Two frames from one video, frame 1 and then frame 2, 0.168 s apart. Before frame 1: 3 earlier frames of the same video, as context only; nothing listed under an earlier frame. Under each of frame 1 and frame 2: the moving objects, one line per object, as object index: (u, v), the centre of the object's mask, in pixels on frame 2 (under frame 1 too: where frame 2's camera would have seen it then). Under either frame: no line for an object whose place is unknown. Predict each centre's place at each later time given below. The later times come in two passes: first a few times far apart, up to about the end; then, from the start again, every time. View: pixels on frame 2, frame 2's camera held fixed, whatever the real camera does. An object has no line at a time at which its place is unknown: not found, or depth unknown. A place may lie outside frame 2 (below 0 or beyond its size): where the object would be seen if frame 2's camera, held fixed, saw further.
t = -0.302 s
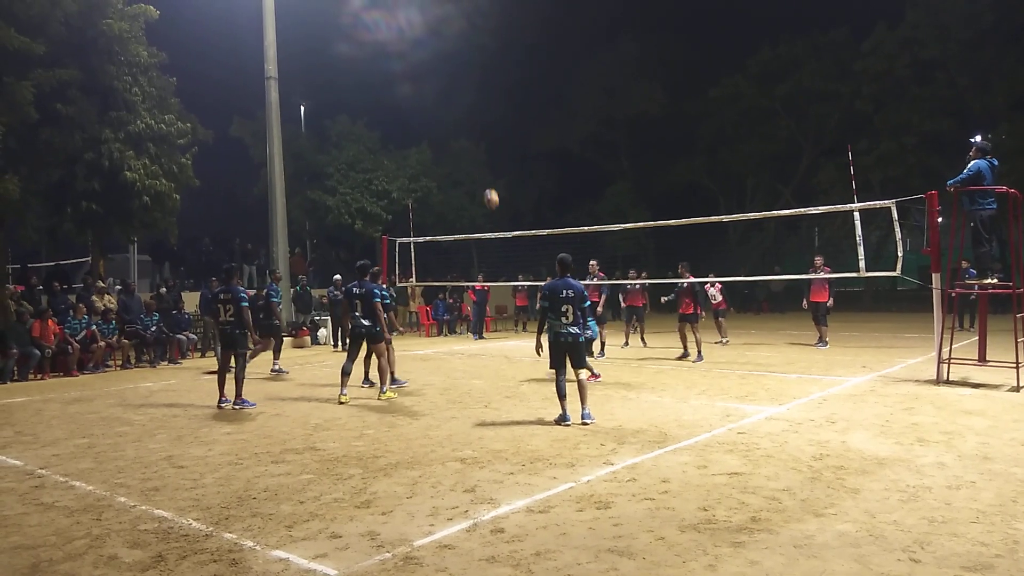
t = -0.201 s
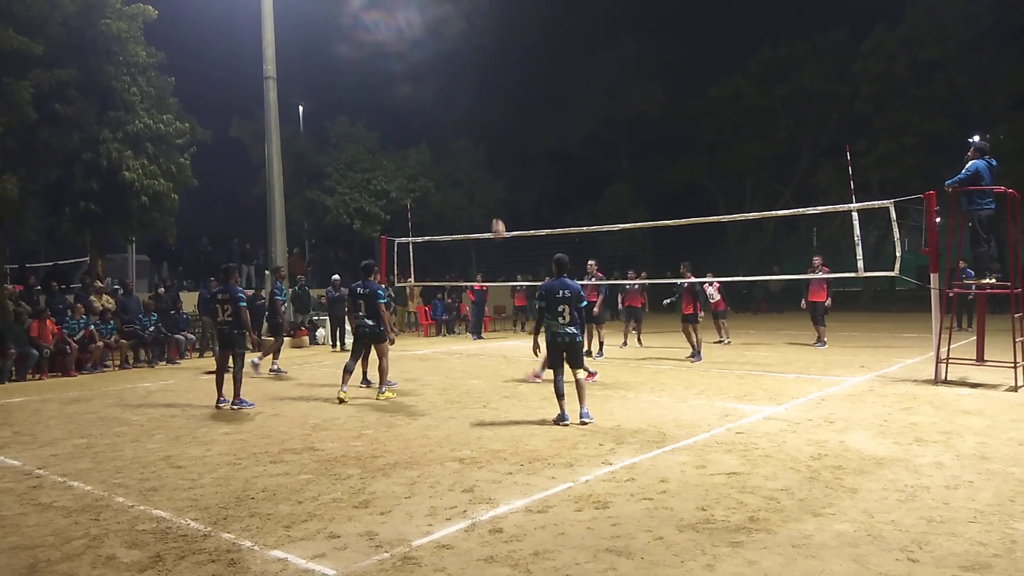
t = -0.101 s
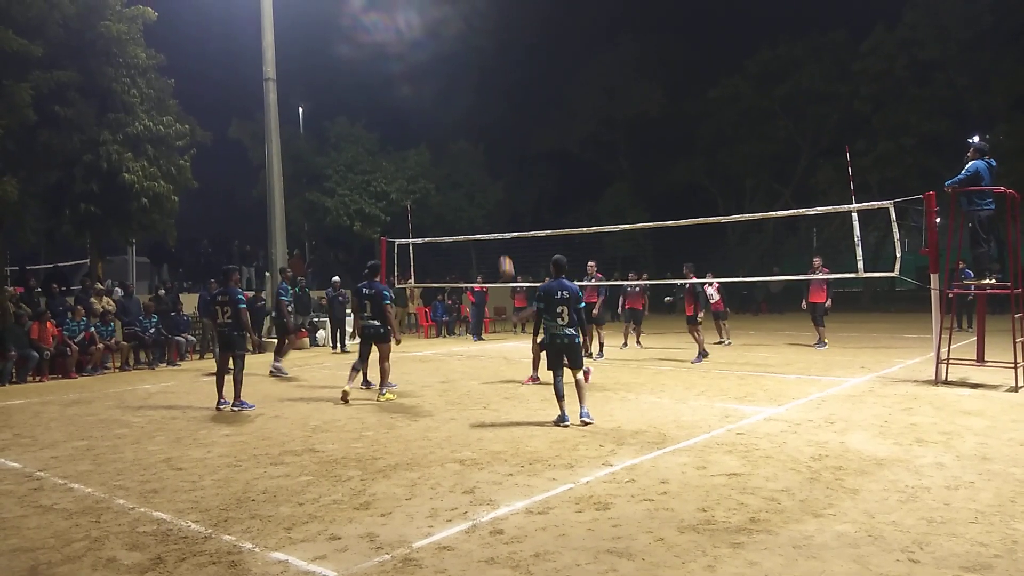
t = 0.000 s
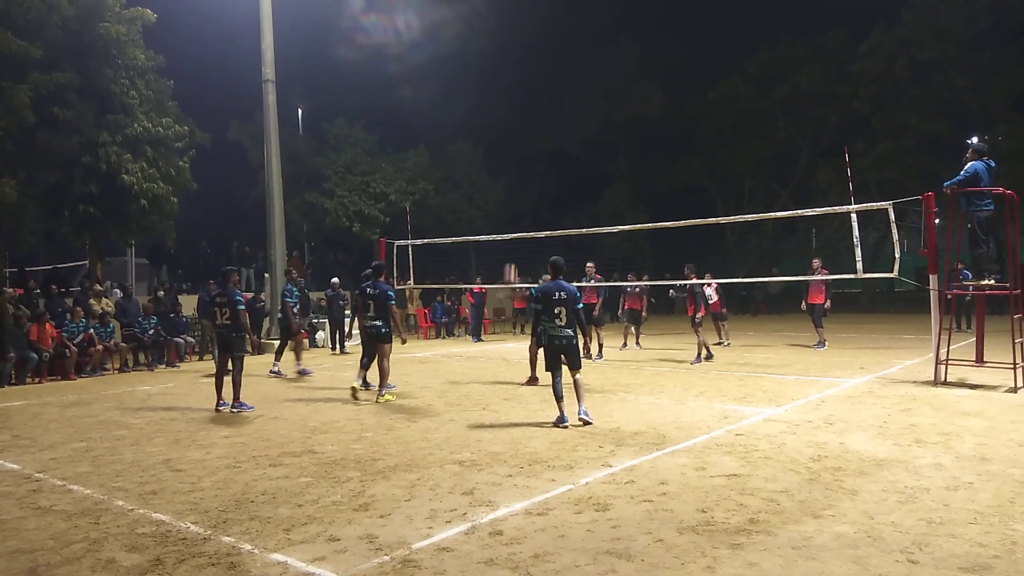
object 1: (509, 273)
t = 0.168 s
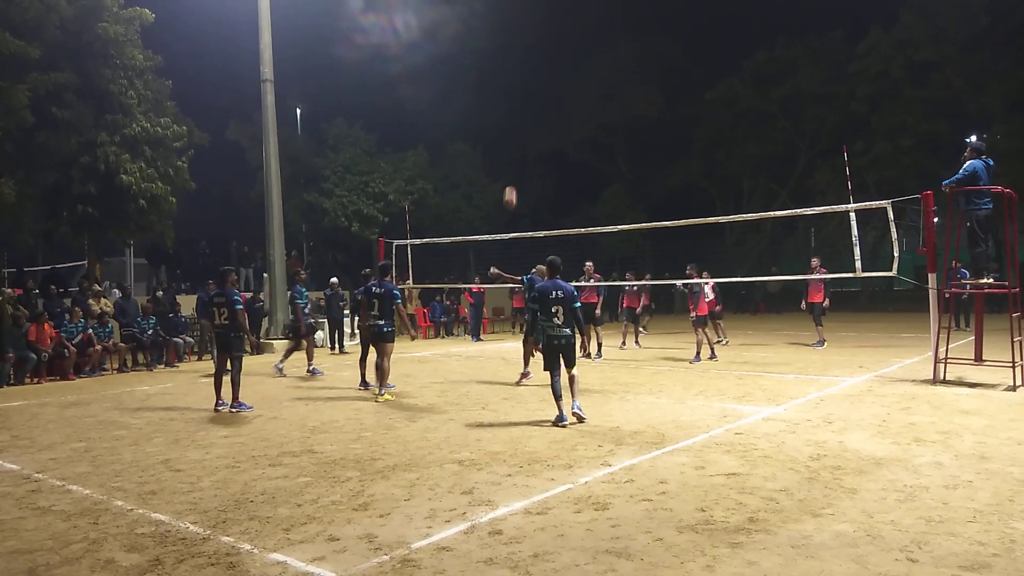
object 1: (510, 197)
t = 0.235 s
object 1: (511, 173)
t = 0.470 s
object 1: (512, 113)
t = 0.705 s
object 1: (515, 90)
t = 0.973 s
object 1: (520, 109)
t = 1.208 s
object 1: (524, 155)
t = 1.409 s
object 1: (527, 213)
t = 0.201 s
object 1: (510, 185)
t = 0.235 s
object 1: (511, 173)
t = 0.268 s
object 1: (510, 162)
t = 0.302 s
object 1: (511, 152)
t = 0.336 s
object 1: (511, 143)
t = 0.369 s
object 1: (511, 134)
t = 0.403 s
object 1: (511, 126)
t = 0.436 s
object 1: (512, 119)
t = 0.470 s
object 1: (512, 113)
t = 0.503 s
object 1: (513, 108)
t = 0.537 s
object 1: (513, 103)
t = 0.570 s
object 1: (514, 96)
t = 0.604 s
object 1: (514, 94)
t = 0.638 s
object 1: (514, 92)
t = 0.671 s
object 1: (515, 90)
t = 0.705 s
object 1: (515, 90)
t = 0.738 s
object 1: (516, 90)
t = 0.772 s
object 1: (517, 91)
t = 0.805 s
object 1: (517, 92)
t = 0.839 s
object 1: (518, 94)
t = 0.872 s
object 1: (518, 97)
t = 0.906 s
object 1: (519, 100)
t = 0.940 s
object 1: (519, 104)
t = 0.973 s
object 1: (520, 109)
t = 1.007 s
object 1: (520, 114)
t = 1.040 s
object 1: (521, 119)
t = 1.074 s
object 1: (522, 125)
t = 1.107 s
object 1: (522, 132)
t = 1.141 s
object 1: (523, 139)
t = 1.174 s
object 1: (523, 147)
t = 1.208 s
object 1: (524, 155)
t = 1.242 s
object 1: (525, 164)
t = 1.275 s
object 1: (525, 173)
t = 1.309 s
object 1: (526, 182)
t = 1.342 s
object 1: (526, 192)
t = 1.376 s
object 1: (527, 202)
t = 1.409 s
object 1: (527, 213)
